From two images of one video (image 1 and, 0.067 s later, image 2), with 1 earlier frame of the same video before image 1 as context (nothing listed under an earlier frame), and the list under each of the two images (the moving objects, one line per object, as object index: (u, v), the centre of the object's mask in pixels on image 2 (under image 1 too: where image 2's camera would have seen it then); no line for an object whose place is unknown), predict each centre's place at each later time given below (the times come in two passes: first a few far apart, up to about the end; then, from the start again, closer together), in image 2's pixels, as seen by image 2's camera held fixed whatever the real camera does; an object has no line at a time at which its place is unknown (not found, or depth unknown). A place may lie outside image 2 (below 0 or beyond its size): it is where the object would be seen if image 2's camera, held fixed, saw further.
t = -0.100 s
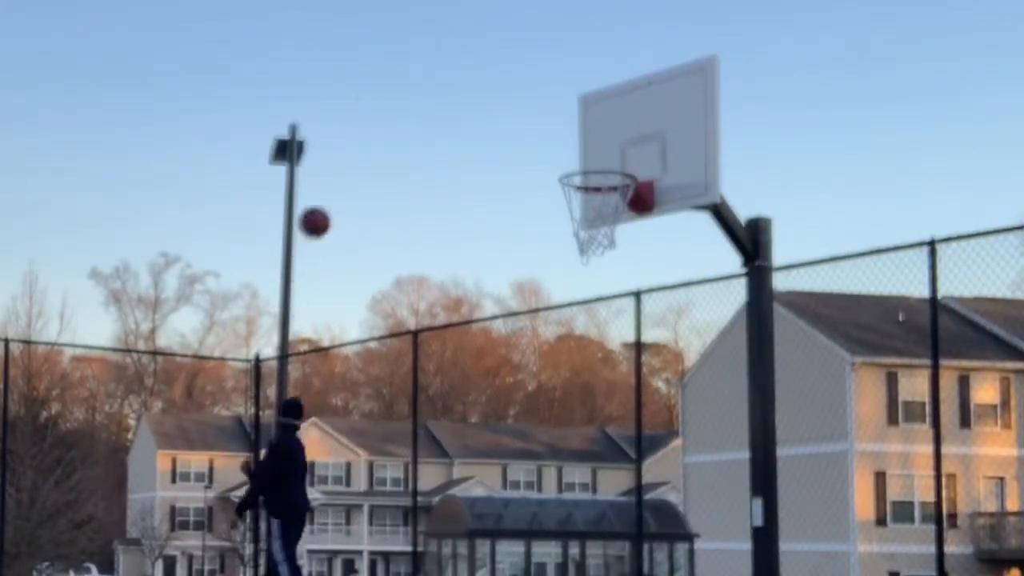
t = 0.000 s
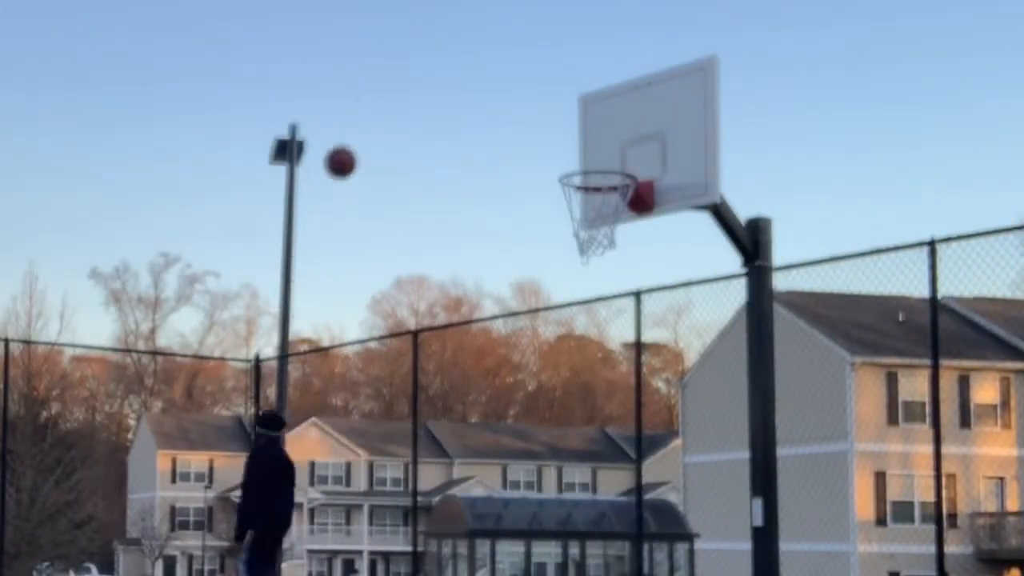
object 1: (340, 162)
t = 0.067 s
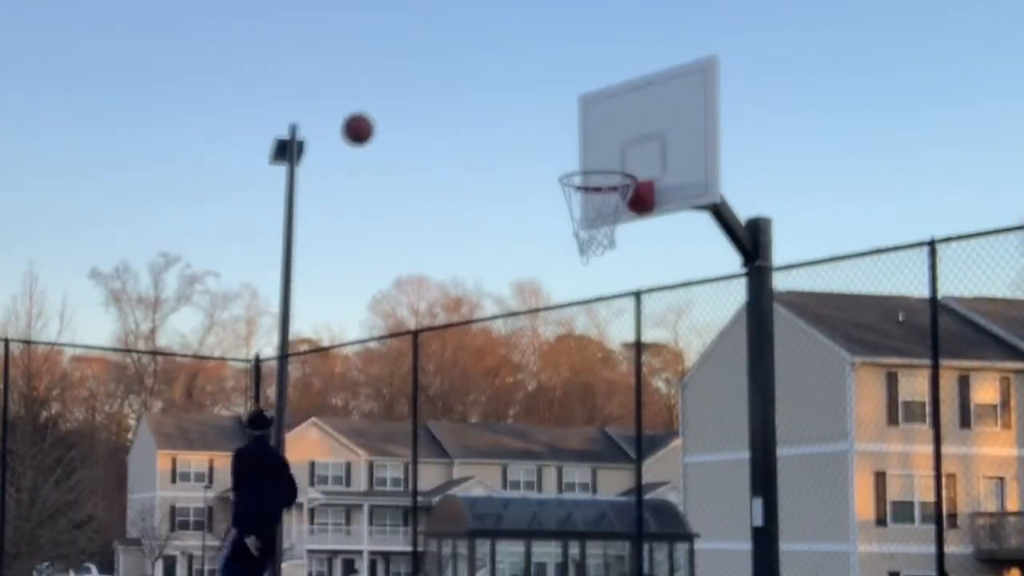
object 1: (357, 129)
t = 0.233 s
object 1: (402, 72)
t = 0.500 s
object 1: (473, 55)
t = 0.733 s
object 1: (538, 121)
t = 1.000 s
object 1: (572, 130)
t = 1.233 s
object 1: (582, 152)
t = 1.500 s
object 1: (595, 266)
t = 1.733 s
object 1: (609, 439)
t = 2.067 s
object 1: (632, 542)
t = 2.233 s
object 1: (644, 444)
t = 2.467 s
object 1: (662, 381)
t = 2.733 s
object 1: (684, 414)
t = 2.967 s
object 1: (704, 537)
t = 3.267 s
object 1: (716, 559)
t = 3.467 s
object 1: (716, 493)
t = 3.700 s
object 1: (718, 497)
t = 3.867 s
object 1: (720, 555)
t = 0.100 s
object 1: (366, 115)
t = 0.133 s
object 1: (375, 102)
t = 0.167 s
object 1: (384, 91)
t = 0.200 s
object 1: (393, 81)
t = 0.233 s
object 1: (402, 72)
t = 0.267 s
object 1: (410, 64)
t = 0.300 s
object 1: (419, 58)
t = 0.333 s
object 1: (428, 54)
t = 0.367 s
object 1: (436, 51)
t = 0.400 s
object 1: (446, 49)
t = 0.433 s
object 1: (454, 50)
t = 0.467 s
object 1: (463, 52)
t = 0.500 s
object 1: (473, 55)
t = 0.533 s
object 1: (482, 59)
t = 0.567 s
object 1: (491, 65)
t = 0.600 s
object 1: (500, 73)
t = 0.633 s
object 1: (509, 82)
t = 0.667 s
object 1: (519, 93)
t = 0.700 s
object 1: (529, 106)
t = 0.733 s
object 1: (538, 121)
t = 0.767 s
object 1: (548, 137)
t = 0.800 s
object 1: (558, 155)
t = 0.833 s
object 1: (565, 164)
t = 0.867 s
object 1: (566, 155)
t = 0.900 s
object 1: (568, 146)
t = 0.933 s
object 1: (569, 139)
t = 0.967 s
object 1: (570, 134)
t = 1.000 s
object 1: (572, 130)
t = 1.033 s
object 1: (573, 129)
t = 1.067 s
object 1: (574, 128)
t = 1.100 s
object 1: (576, 129)
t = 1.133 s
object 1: (577, 133)
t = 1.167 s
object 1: (579, 137)
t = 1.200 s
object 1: (580, 144)
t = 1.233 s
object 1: (582, 152)
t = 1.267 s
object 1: (583, 161)
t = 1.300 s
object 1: (585, 172)
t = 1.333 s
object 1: (586, 185)
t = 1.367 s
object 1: (588, 200)
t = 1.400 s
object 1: (589, 216)
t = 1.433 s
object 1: (591, 233)
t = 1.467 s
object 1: (593, 249)
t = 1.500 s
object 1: (595, 266)
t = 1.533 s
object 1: (597, 285)
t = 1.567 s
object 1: (599, 306)
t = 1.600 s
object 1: (600, 330)
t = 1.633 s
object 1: (602, 355)
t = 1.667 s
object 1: (605, 381)
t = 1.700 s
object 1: (608, 409)
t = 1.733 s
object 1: (609, 439)
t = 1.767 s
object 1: (613, 471)
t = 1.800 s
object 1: (613, 504)
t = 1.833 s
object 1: (617, 541)
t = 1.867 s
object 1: (619, 567)
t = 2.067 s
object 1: (632, 542)
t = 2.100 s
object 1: (635, 520)
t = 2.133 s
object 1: (636, 497)
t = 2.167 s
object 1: (639, 478)
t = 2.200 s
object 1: (641, 460)
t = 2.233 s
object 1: (644, 444)
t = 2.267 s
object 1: (646, 430)
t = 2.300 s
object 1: (649, 417)
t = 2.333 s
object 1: (652, 406)
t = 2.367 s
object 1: (656, 397)
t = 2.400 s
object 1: (657, 390)
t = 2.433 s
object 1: (659, 385)
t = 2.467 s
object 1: (662, 381)
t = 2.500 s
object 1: (664, 379)
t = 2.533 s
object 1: (667, 379)
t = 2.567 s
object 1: (670, 380)
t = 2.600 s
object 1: (672, 383)
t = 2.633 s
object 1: (675, 388)
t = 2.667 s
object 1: (678, 395)
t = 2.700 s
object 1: (681, 404)
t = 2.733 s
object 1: (684, 414)
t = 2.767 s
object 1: (687, 426)
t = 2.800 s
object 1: (689, 440)
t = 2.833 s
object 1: (692, 456)
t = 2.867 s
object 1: (695, 473)
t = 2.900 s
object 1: (698, 493)
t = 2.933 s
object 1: (701, 514)
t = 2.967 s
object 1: (704, 537)
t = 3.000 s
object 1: (708, 560)
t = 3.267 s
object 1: (716, 559)
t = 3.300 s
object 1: (716, 544)
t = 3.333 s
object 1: (716, 530)
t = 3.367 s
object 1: (716, 518)
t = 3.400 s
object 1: (716, 508)
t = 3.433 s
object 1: (716, 500)
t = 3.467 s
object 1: (716, 493)
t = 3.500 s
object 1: (717, 488)
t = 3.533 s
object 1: (717, 485)
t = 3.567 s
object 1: (717, 484)
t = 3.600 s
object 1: (717, 484)
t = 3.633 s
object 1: (718, 487)
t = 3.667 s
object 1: (718, 491)
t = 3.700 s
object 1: (718, 497)
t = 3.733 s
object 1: (718, 505)
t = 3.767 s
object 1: (718, 515)
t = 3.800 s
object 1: (719, 526)
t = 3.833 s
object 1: (720, 540)
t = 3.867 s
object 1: (720, 555)
